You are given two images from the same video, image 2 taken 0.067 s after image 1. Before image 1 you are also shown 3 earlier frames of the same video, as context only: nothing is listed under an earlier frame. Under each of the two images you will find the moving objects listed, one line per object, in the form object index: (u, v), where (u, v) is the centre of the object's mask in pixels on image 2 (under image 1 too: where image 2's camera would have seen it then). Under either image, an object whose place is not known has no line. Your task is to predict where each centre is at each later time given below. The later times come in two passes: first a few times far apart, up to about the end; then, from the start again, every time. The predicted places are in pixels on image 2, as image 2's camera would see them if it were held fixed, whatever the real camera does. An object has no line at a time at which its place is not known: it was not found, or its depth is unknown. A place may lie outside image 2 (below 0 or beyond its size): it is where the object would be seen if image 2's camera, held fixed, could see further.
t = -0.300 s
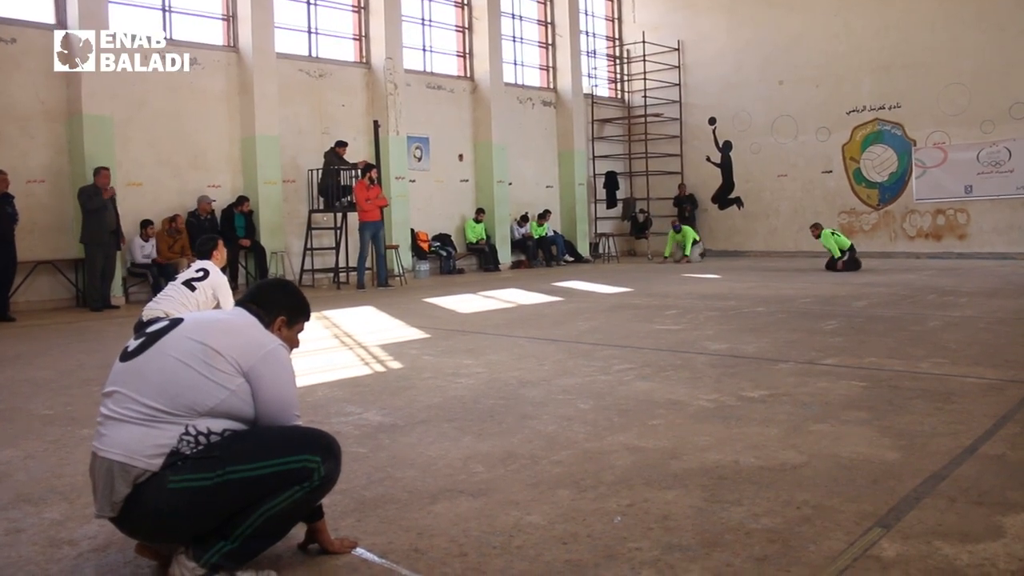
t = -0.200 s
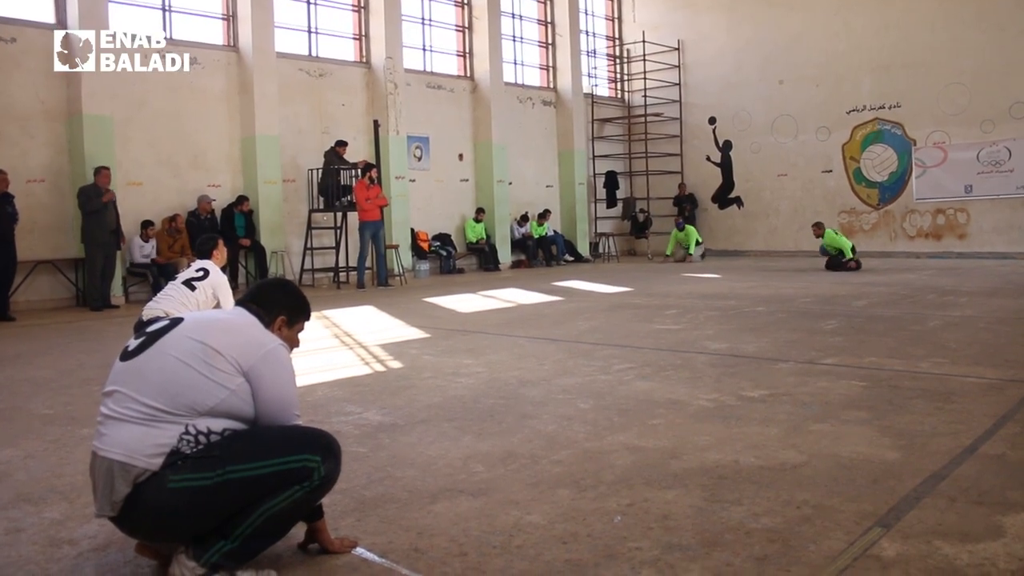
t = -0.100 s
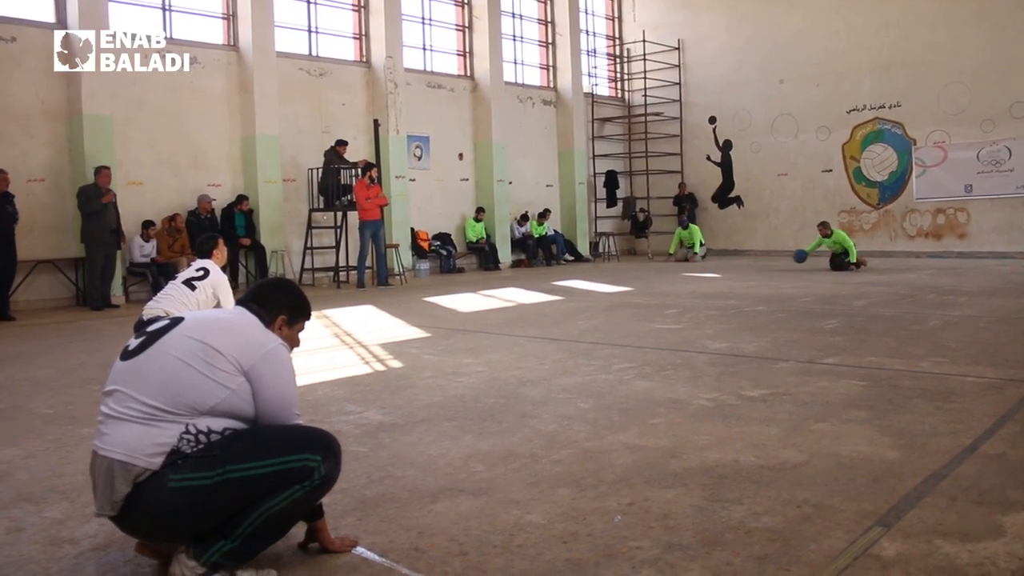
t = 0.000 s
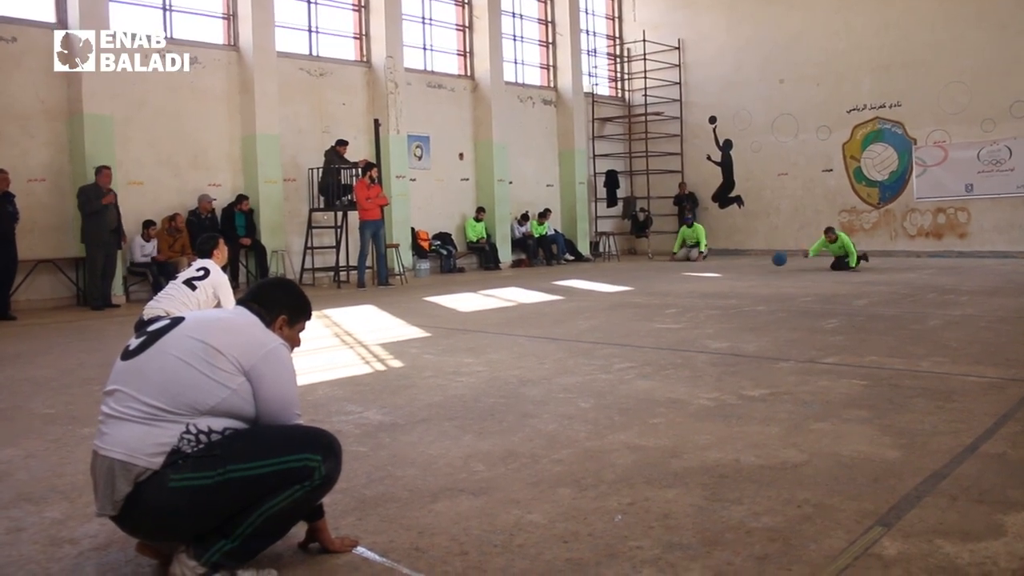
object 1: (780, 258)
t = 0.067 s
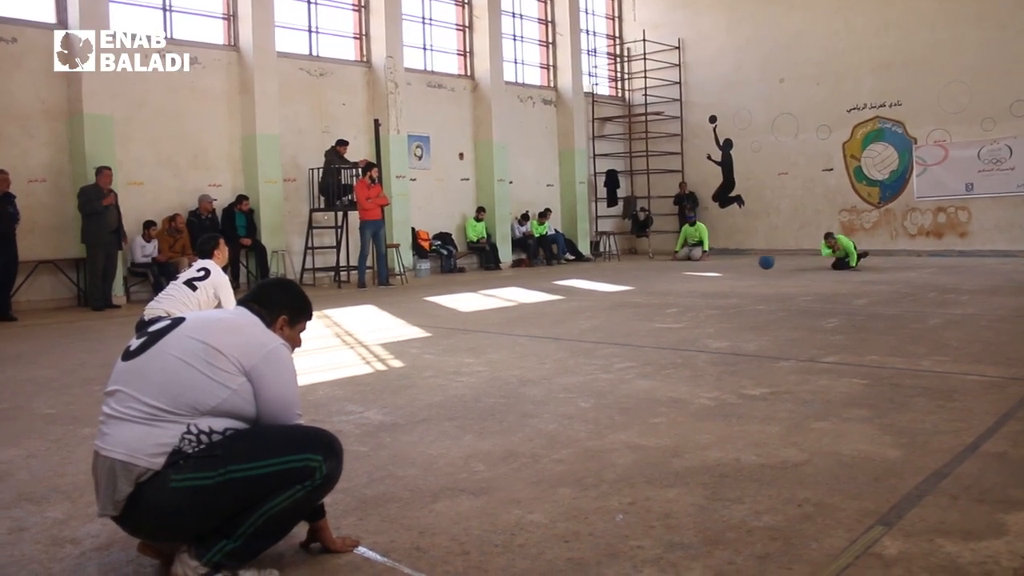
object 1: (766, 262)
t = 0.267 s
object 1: (722, 273)
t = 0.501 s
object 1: (662, 284)
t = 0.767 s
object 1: (586, 297)
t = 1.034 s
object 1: (488, 317)
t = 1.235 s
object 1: (396, 331)
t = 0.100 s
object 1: (760, 264)
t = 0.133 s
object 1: (752, 269)
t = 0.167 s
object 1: (744, 273)
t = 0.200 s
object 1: (737, 274)
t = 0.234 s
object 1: (730, 273)
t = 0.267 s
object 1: (722, 273)
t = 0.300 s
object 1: (714, 274)
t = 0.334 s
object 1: (705, 276)
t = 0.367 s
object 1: (697, 279)
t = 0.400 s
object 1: (688, 283)
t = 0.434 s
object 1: (679, 285)
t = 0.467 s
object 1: (671, 284)
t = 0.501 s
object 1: (662, 284)
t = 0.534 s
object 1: (654, 286)
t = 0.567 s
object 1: (645, 288)
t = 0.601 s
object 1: (636, 291)
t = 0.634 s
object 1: (626, 295)
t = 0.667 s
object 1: (616, 295)
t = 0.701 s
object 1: (606, 294)
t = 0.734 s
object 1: (596, 295)
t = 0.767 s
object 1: (586, 297)
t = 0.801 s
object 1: (575, 300)
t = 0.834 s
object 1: (563, 305)
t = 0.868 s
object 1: (552, 306)
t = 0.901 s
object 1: (540, 307)
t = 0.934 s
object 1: (528, 308)
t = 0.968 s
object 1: (515, 311)
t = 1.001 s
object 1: (502, 315)
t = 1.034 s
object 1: (488, 317)
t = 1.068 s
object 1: (474, 318)
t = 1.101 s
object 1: (459, 320)
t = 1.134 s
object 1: (444, 322)
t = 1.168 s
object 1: (428, 327)
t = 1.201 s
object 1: (412, 328)
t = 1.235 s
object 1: (396, 331)
